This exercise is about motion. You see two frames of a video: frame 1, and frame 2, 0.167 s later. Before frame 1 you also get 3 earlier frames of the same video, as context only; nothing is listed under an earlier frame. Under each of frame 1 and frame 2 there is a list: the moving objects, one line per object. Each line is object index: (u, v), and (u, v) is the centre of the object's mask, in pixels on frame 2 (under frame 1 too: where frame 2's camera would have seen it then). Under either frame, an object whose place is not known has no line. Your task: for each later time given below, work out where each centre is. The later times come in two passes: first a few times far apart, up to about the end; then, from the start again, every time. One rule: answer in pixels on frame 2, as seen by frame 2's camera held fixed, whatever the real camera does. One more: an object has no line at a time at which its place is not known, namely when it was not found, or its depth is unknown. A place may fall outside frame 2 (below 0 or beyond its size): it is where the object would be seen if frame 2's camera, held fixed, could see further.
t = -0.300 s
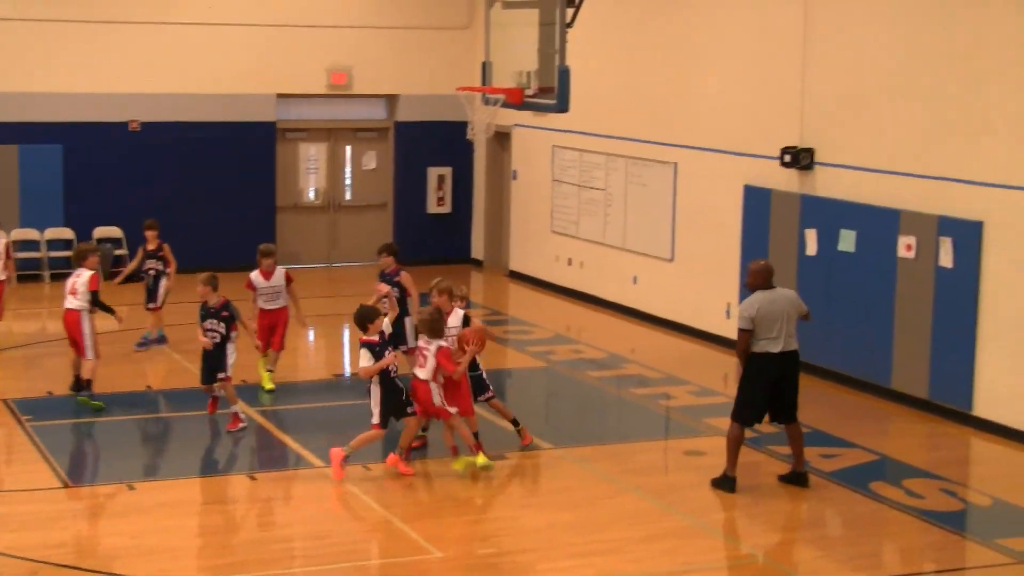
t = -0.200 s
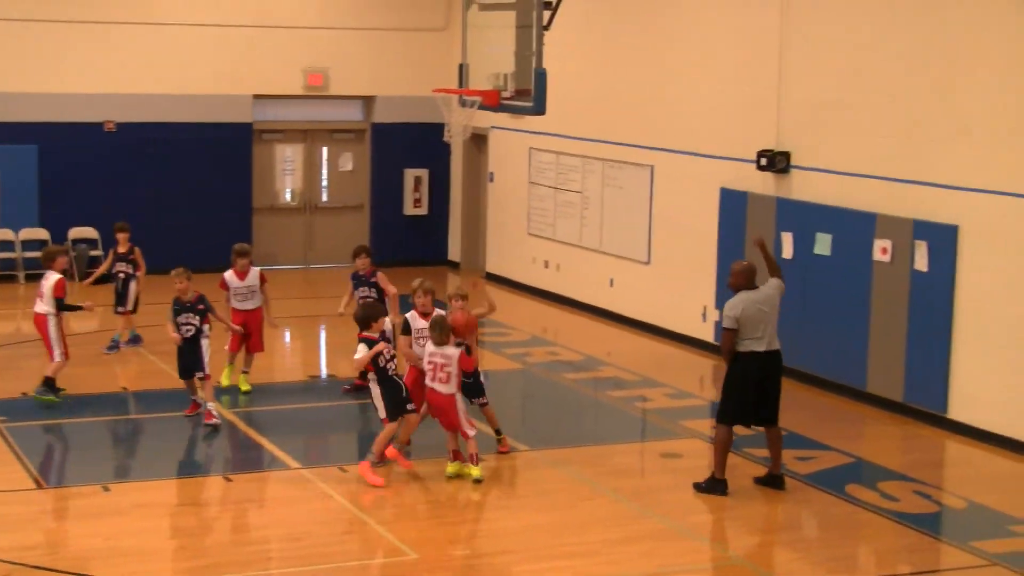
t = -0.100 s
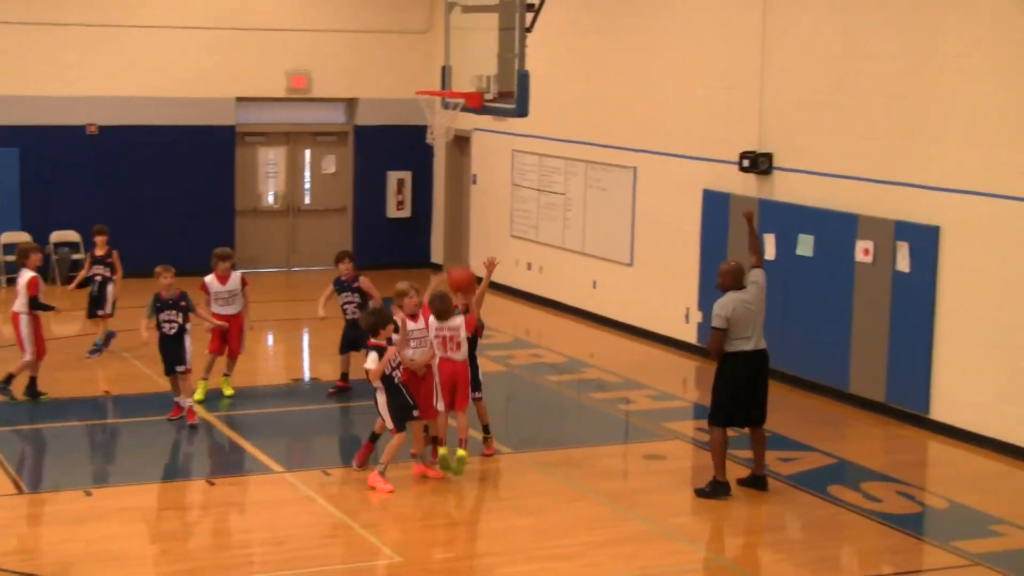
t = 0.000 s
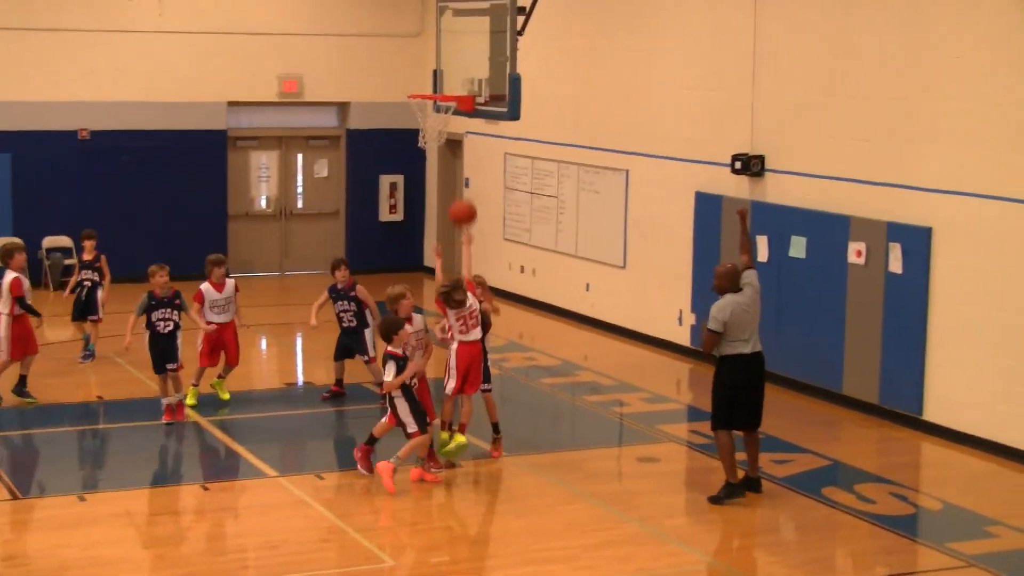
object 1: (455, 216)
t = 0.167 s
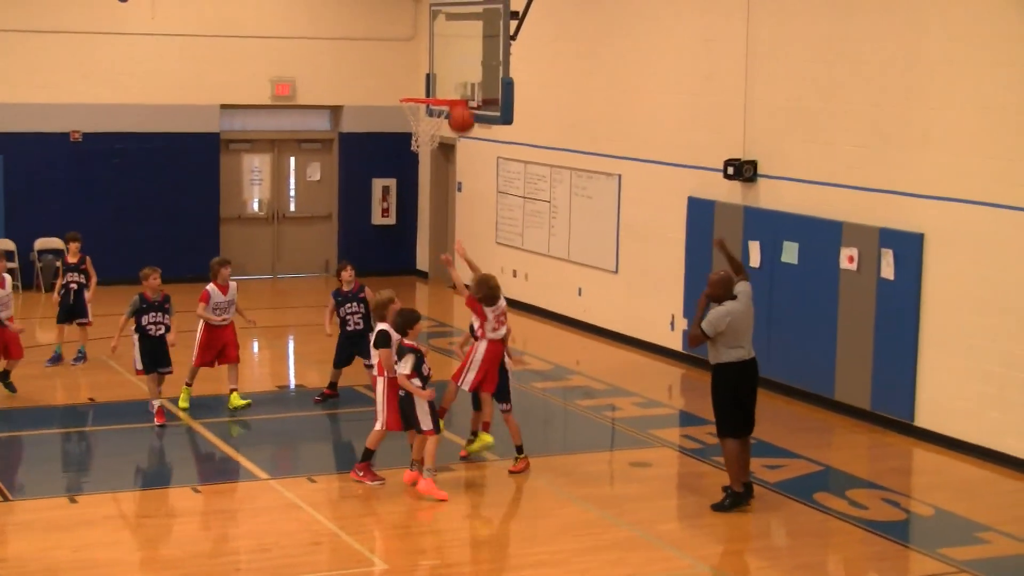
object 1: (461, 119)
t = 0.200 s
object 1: (462, 107)
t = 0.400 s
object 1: (467, 48)
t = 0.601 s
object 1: (470, 37)
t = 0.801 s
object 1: (447, 57)
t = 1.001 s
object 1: (412, 112)
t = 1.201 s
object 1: (407, 150)
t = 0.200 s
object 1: (462, 107)
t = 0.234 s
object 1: (463, 92)
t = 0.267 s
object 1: (464, 81)
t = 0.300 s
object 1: (465, 71)
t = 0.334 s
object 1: (466, 62)
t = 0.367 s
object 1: (466, 54)
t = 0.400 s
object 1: (467, 48)
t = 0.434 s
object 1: (468, 43)
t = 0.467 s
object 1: (468, 40)
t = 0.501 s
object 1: (469, 37)
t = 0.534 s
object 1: (469, 36)
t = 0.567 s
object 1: (470, 36)
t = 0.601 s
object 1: (470, 37)
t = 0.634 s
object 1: (471, 39)
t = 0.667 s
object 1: (470, 42)
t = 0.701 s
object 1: (464, 44)
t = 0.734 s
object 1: (458, 47)
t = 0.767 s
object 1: (453, 52)
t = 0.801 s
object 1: (447, 57)
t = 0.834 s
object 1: (441, 64)
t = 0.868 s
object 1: (435, 72)
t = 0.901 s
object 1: (429, 80)
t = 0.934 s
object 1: (423, 89)
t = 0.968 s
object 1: (416, 101)
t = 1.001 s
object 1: (412, 112)
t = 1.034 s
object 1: (409, 120)
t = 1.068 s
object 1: (408, 126)
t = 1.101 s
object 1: (407, 130)
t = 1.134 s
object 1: (407, 138)
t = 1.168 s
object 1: (407, 145)
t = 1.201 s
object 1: (407, 150)
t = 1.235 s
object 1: (407, 159)
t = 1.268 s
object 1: (406, 170)
